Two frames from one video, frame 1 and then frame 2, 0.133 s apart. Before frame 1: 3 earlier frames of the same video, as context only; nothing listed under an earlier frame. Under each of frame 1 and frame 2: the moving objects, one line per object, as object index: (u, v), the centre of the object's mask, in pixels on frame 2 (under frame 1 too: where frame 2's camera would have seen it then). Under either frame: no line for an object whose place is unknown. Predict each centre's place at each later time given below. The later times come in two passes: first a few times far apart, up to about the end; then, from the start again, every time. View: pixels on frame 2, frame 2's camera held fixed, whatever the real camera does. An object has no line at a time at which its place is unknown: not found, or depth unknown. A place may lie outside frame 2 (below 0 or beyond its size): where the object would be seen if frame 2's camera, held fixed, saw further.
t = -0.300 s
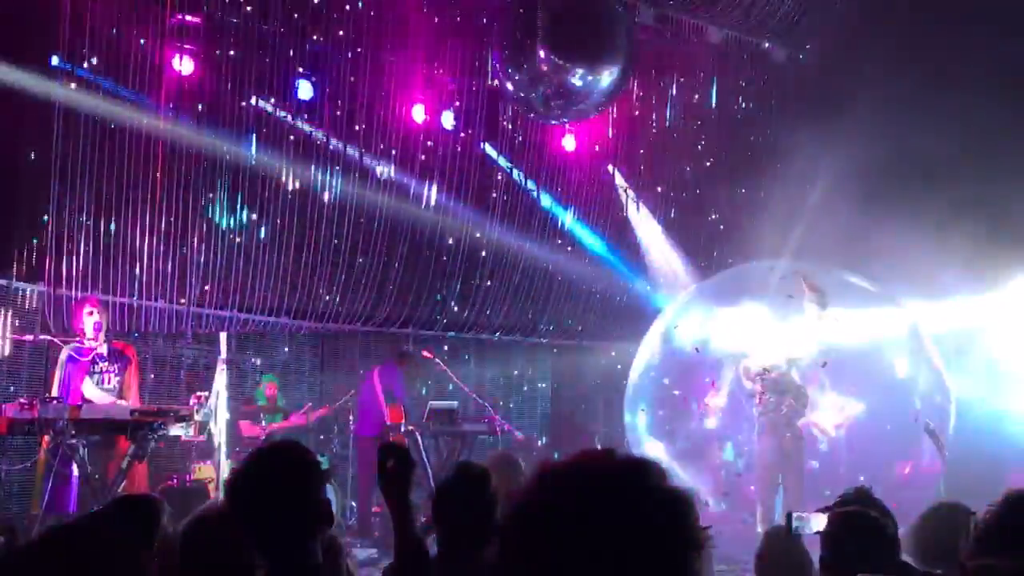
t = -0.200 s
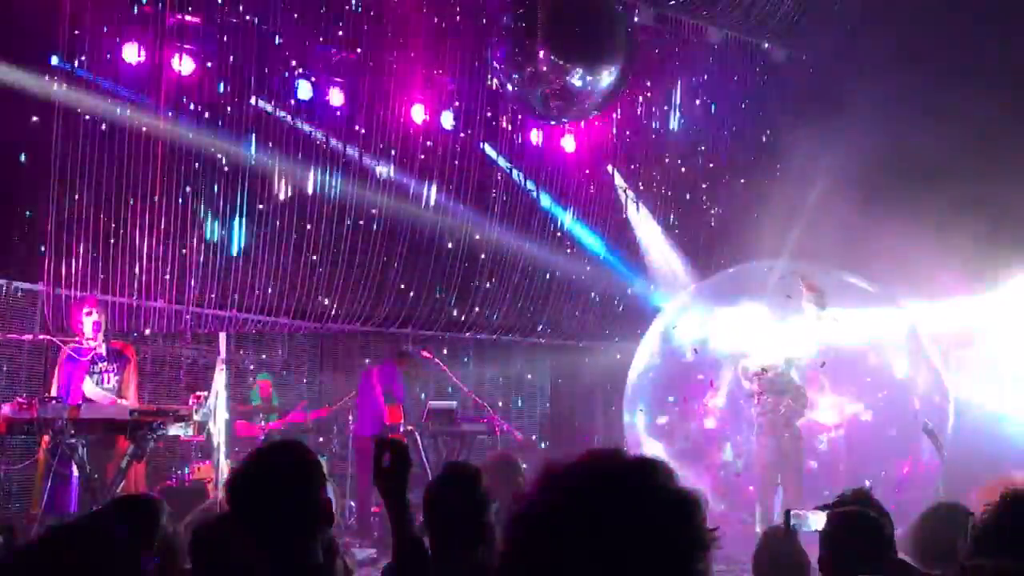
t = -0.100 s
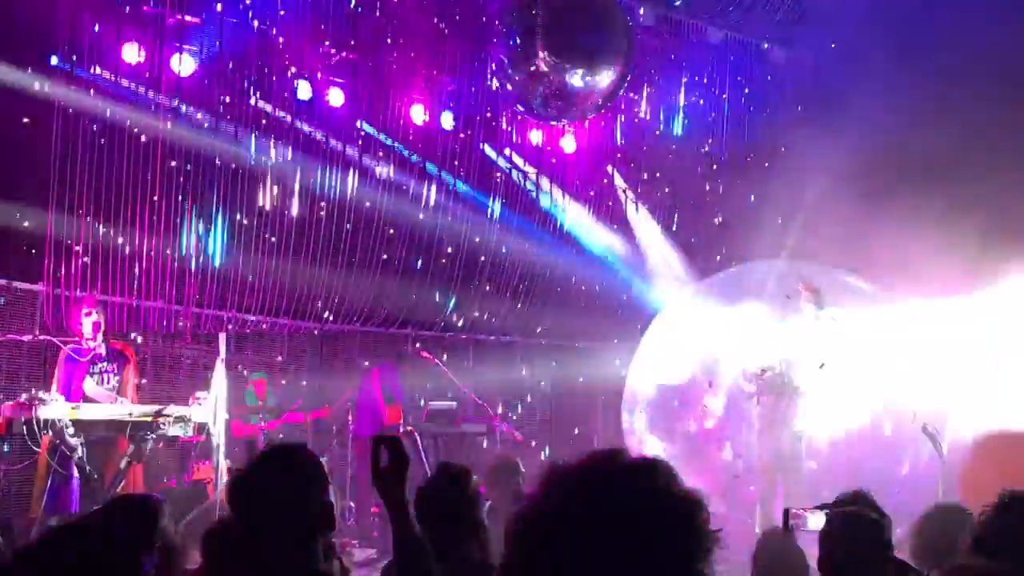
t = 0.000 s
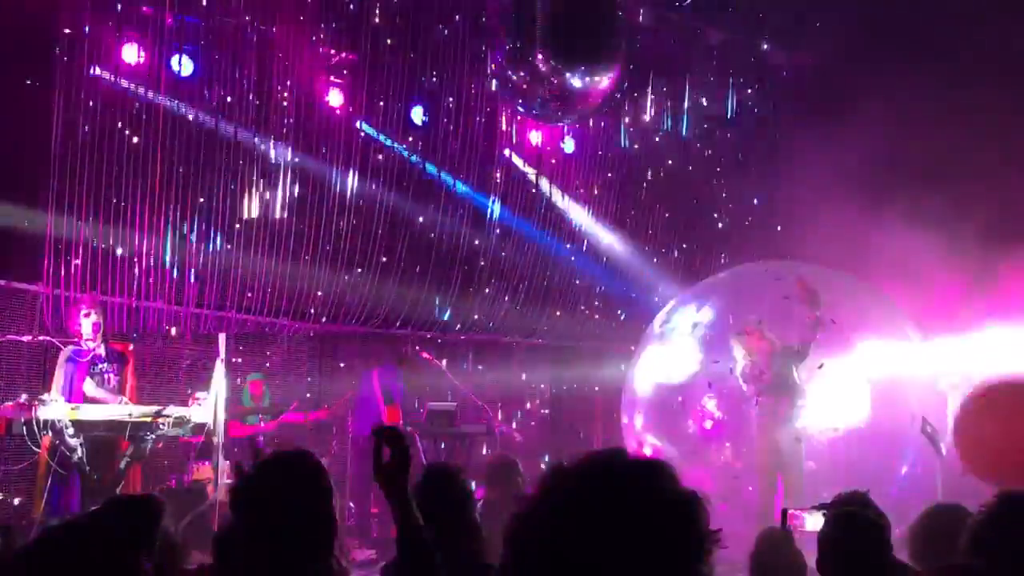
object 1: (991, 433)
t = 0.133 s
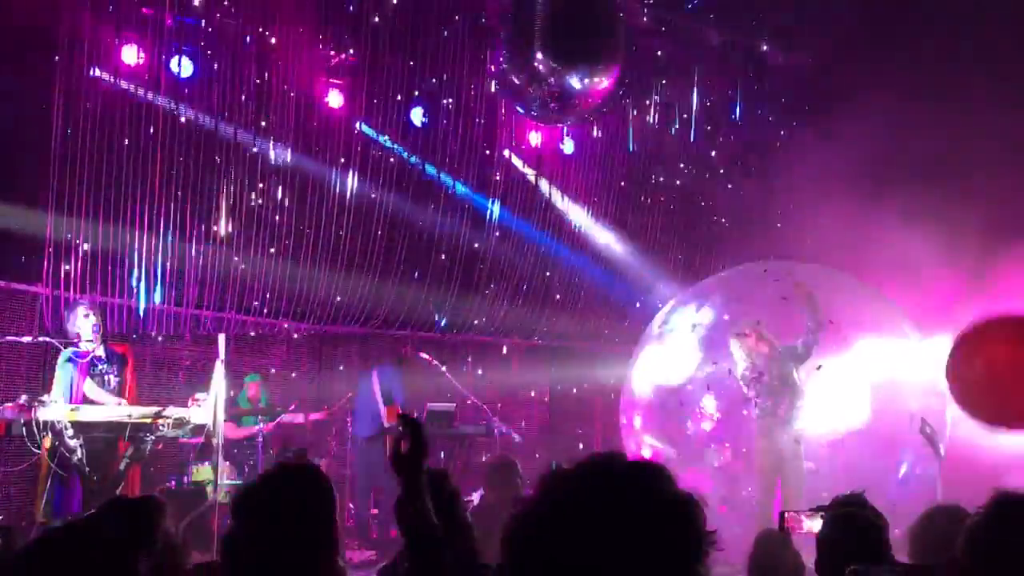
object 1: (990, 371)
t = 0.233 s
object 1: (984, 326)
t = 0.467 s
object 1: (959, 245)
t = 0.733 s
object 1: (899, 193)
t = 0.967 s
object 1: (842, 175)
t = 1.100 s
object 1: (813, 175)
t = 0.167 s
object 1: (988, 356)
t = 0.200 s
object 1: (986, 341)
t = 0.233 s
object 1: (984, 326)
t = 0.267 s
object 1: (982, 312)
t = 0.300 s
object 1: (979, 299)
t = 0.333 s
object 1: (976, 287)
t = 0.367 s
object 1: (972, 275)
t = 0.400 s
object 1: (968, 265)
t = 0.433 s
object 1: (964, 254)
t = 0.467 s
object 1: (959, 245)
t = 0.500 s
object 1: (953, 236)
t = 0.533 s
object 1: (946, 228)
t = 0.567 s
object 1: (938, 220)
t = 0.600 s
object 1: (931, 213)
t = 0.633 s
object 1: (922, 207)
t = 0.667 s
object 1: (914, 202)
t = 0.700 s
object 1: (906, 197)
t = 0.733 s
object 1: (899, 193)
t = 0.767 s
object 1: (891, 189)
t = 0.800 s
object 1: (882, 186)
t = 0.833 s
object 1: (874, 183)
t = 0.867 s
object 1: (866, 180)
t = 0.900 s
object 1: (858, 178)
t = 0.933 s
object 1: (850, 177)
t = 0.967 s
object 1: (842, 175)
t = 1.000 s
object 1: (836, 175)
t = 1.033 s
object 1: (828, 174)
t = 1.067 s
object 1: (820, 174)
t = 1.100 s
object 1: (813, 175)
